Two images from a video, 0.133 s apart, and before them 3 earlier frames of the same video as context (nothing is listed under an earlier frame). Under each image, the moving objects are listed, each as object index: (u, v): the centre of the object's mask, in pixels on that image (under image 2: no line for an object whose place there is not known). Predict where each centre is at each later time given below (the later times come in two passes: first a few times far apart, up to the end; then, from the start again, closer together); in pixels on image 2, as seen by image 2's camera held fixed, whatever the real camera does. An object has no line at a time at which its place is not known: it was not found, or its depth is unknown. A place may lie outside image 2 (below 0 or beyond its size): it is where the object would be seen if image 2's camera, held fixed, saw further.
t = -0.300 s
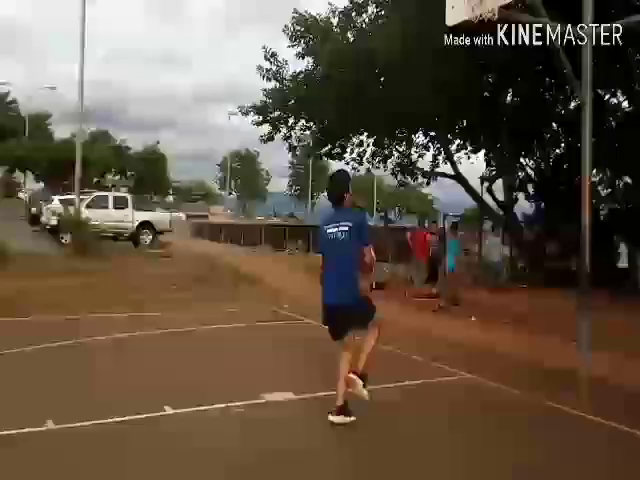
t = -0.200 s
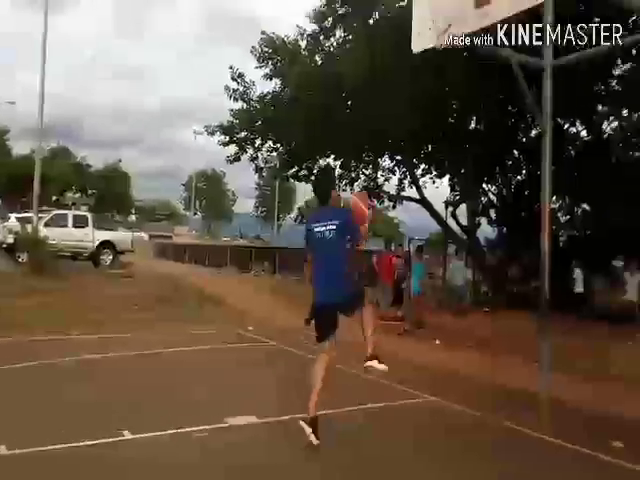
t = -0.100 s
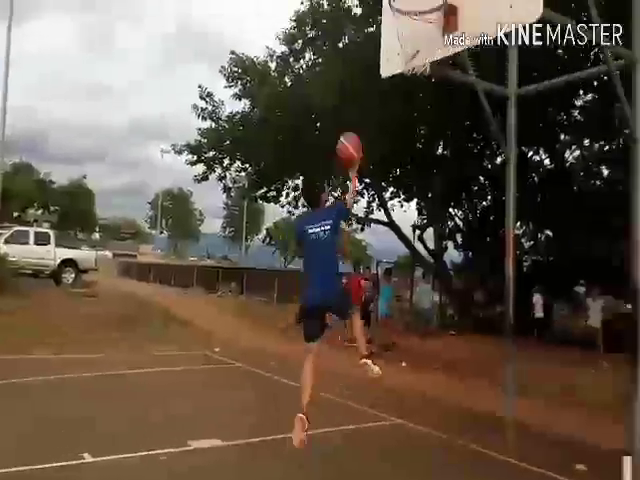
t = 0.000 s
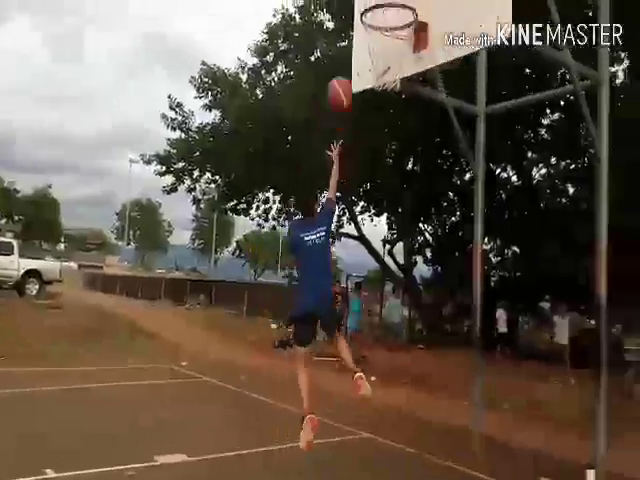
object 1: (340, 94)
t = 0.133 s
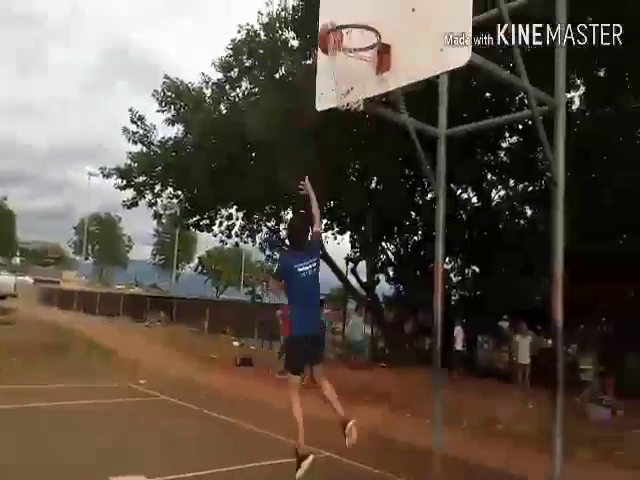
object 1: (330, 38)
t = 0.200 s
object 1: (343, 8)
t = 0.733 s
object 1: (366, 2)
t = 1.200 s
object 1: (341, 34)
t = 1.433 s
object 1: (359, 74)
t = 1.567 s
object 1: (351, 114)
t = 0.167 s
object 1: (336, 22)
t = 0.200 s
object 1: (343, 8)
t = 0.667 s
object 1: (367, 4)
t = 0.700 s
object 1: (367, 11)
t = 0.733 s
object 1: (366, 2)
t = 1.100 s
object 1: (344, 6)
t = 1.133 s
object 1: (342, 16)
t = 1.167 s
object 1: (339, 30)
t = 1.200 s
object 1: (341, 34)
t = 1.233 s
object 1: (347, 35)
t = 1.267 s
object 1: (352, 39)
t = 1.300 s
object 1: (358, 44)
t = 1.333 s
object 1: (364, 49)
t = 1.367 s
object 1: (365, 54)
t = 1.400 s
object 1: (362, 63)
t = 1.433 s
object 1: (359, 74)
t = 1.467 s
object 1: (358, 79)
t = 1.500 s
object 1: (354, 93)
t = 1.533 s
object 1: (353, 104)
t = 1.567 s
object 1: (351, 114)
